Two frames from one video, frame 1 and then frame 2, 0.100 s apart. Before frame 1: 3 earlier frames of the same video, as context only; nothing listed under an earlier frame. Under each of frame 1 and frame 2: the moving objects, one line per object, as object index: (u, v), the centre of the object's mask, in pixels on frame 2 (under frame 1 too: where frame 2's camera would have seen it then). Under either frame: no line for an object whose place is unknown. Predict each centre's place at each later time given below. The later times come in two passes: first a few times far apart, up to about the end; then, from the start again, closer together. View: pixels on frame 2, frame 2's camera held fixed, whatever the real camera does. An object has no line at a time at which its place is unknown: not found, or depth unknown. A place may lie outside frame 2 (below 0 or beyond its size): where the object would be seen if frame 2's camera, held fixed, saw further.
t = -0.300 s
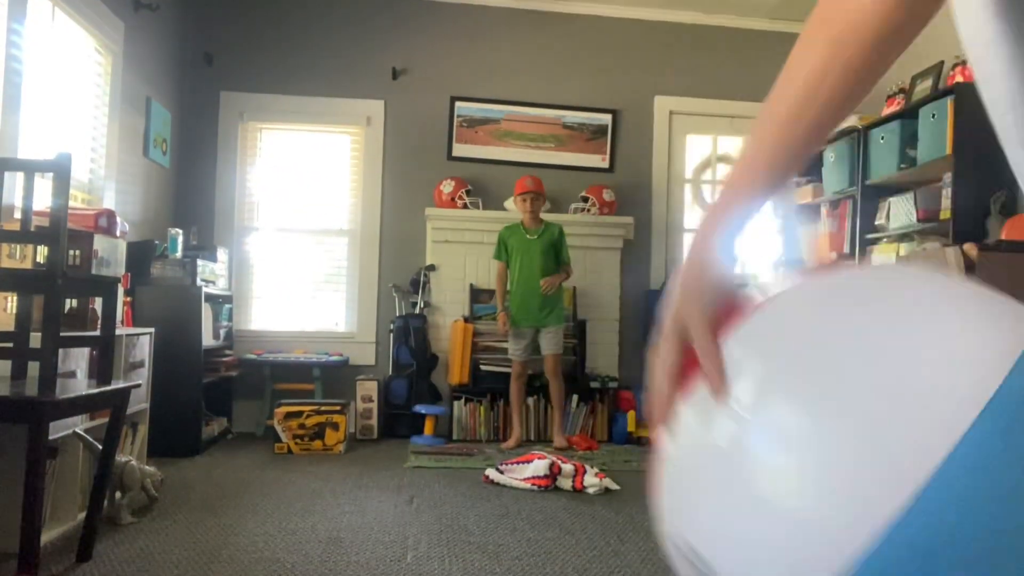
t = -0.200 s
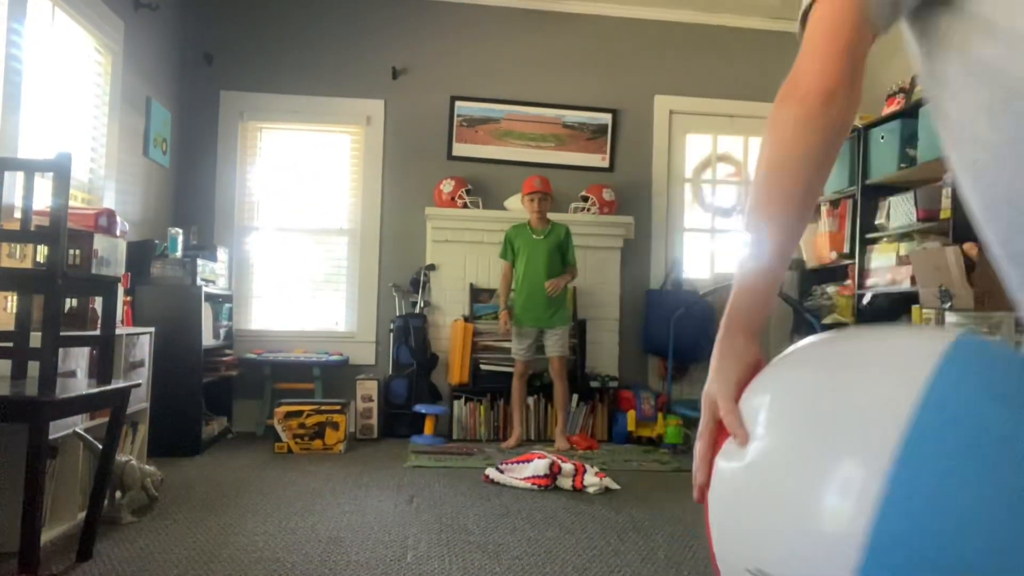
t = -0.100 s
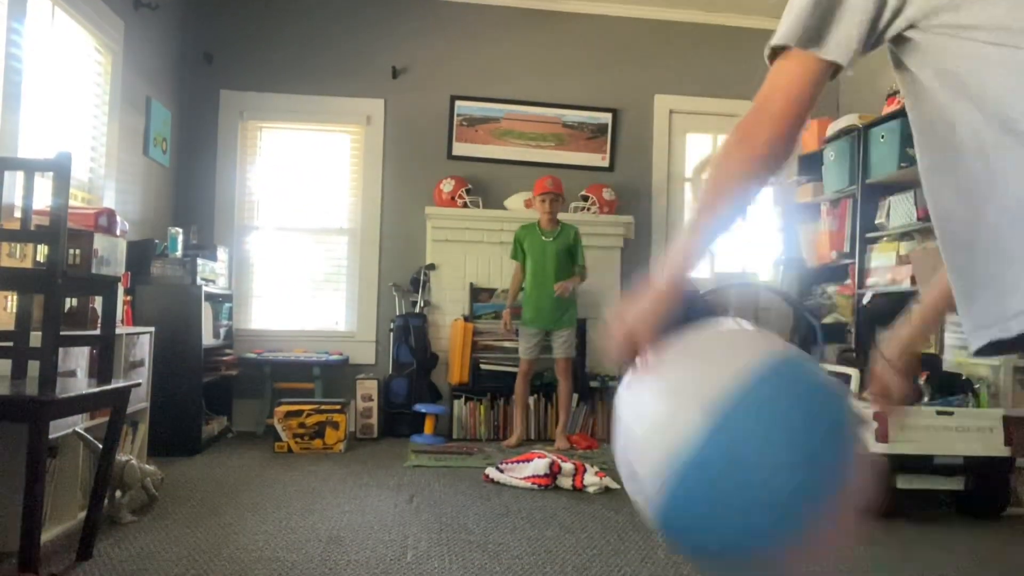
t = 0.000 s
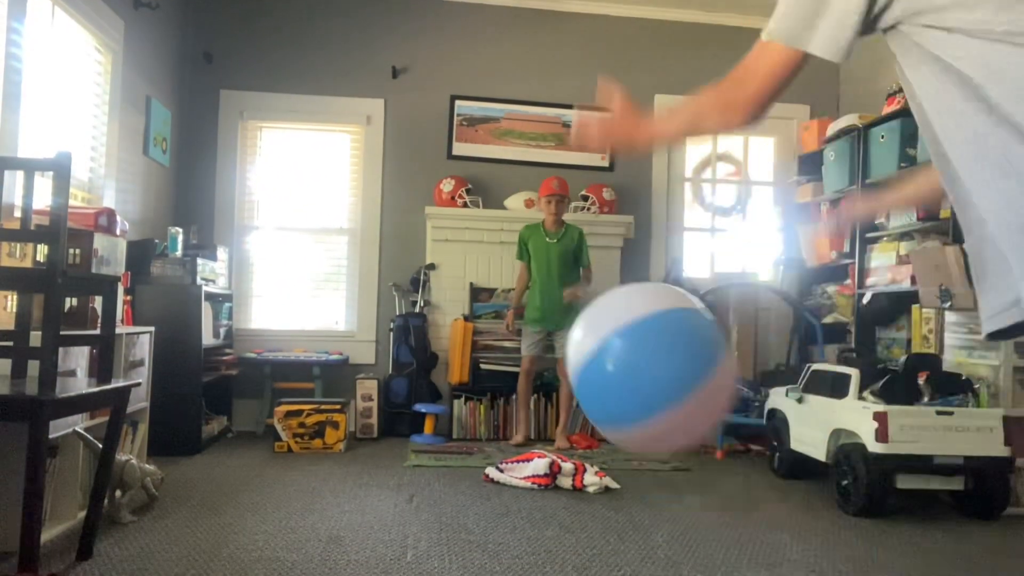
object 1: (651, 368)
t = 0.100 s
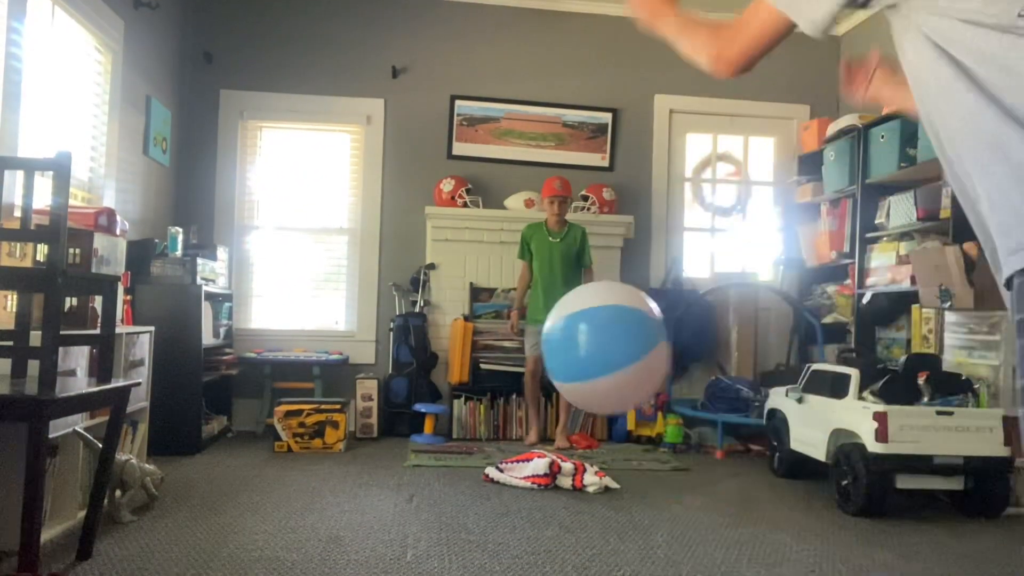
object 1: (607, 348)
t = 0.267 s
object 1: (576, 350)
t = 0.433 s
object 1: (556, 378)
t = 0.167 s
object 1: (596, 346)
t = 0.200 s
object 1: (588, 346)
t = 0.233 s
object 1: (582, 348)
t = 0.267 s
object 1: (576, 350)
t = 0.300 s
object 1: (571, 354)
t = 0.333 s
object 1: (566, 358)
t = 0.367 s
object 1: (563, 364)
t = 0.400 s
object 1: (559, 370)
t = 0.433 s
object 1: (556, 378)
